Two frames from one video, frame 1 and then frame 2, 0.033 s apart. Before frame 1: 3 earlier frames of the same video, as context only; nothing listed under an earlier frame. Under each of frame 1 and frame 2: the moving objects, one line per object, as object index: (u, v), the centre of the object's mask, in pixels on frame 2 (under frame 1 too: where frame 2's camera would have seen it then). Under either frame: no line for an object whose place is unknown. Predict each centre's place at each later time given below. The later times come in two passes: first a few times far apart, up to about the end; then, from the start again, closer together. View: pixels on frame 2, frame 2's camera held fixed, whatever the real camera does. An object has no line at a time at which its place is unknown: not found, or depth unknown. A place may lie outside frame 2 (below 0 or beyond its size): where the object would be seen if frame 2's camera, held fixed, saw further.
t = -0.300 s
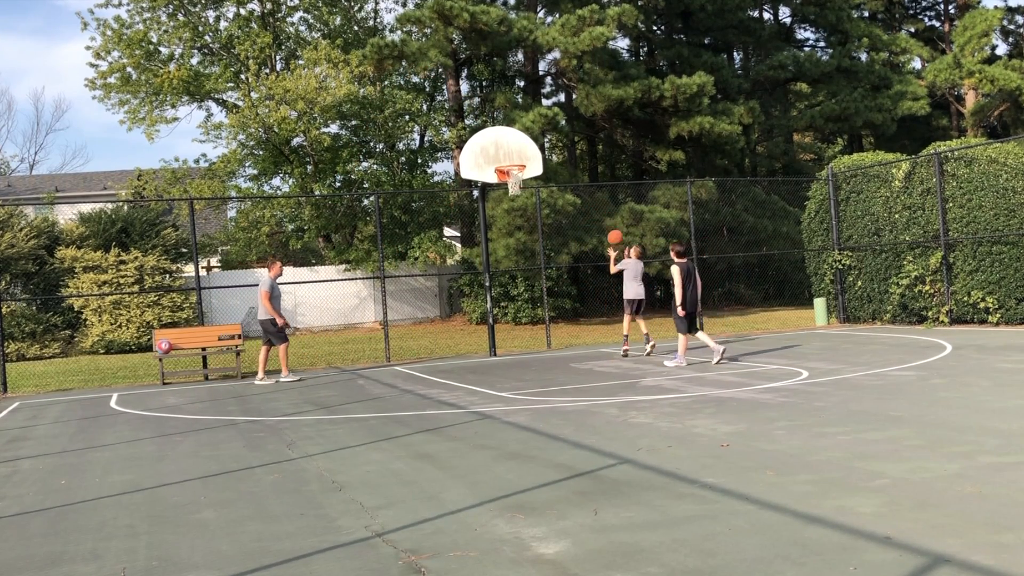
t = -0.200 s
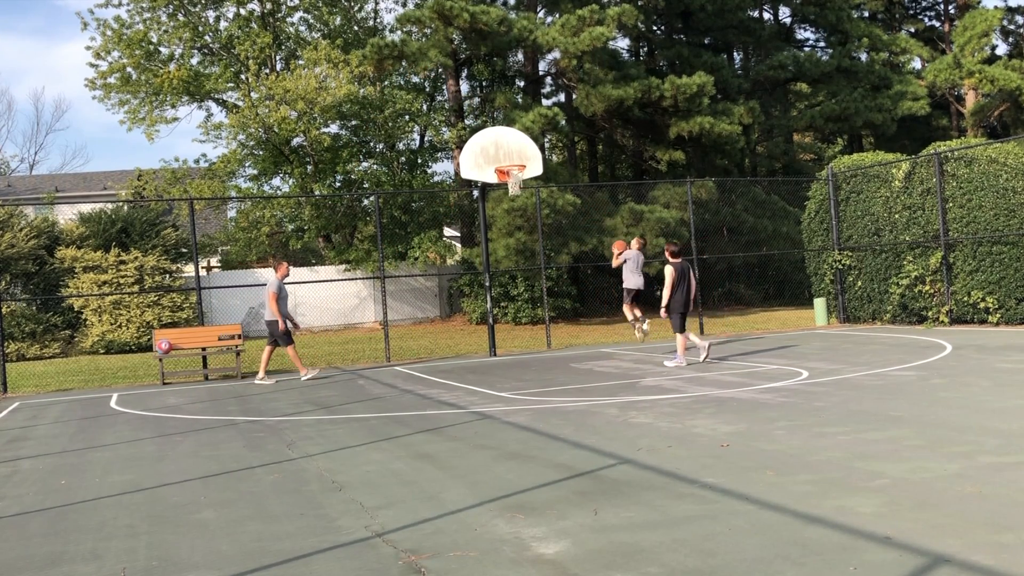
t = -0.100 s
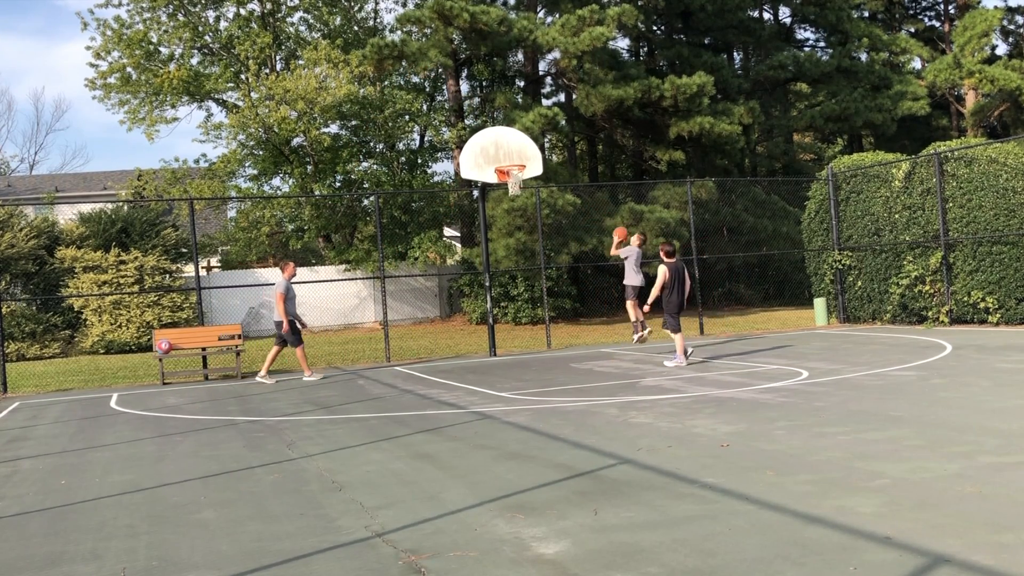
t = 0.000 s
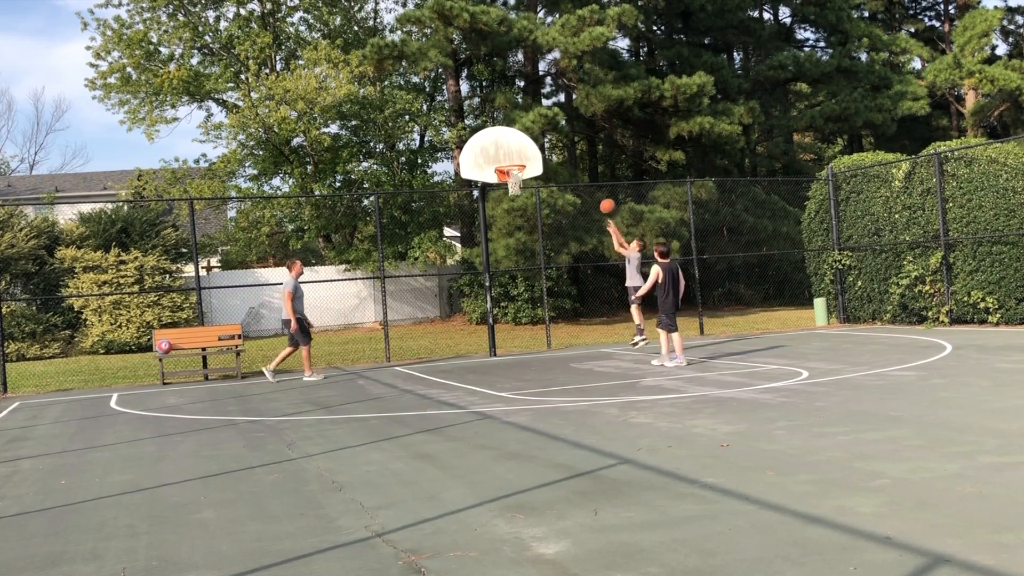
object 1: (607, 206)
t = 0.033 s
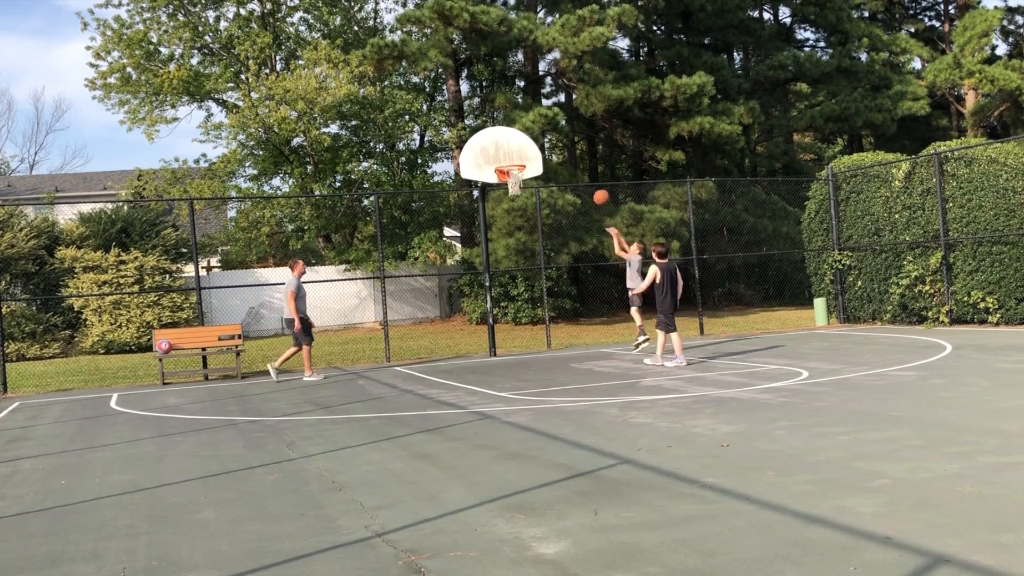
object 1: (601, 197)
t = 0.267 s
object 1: (559, 154)
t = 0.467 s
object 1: (535, 145)
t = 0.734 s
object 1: (533, 154)
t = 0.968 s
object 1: (556, 153)
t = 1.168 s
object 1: (578, 179)
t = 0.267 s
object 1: (559, 154)
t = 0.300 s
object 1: (552, 150)
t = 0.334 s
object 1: (547, 148)
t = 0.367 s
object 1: (542, 146)
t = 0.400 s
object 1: (538, 145)
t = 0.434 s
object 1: (537, 144)
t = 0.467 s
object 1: (535, 145)
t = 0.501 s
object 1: (533, 146)
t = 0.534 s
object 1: (531, 148)
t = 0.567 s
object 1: (530, 150)
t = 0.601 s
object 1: (529, 153)
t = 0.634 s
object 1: (528, 157)
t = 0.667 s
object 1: (527, 160)
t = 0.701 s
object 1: (530, 157)
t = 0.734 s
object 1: (533, 154)
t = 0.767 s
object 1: (536, 151)
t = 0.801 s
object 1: (540, 150)
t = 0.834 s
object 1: (543, 149)
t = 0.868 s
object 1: (546, 149)
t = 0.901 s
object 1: (549, 149)
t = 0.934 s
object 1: (552, 151)
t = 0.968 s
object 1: (556, 153)
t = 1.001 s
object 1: (560, 155)
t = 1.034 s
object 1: (563, 159)
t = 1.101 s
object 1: (571, 167)
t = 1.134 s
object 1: (574, 173)
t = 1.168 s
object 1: (578, 179)
